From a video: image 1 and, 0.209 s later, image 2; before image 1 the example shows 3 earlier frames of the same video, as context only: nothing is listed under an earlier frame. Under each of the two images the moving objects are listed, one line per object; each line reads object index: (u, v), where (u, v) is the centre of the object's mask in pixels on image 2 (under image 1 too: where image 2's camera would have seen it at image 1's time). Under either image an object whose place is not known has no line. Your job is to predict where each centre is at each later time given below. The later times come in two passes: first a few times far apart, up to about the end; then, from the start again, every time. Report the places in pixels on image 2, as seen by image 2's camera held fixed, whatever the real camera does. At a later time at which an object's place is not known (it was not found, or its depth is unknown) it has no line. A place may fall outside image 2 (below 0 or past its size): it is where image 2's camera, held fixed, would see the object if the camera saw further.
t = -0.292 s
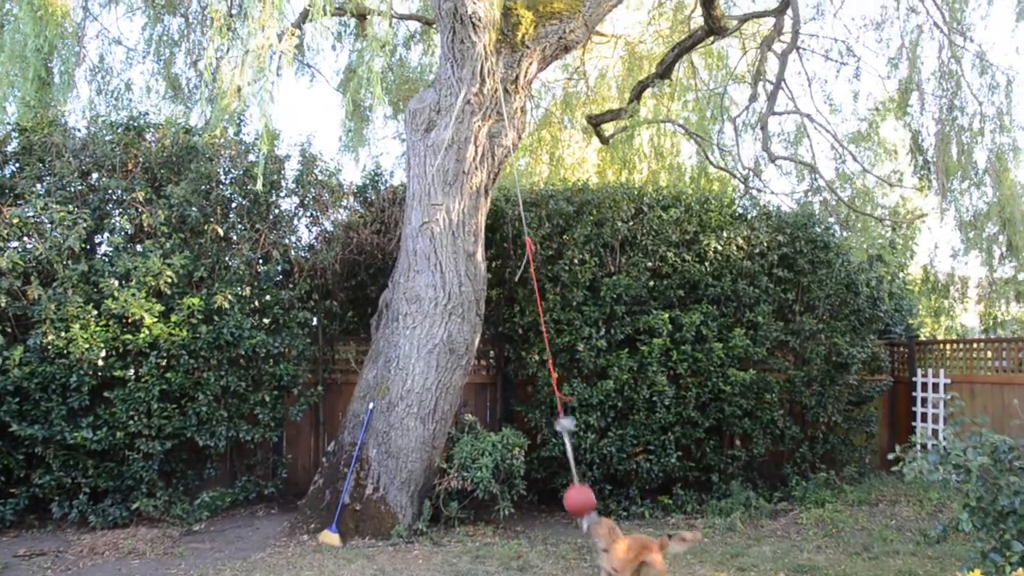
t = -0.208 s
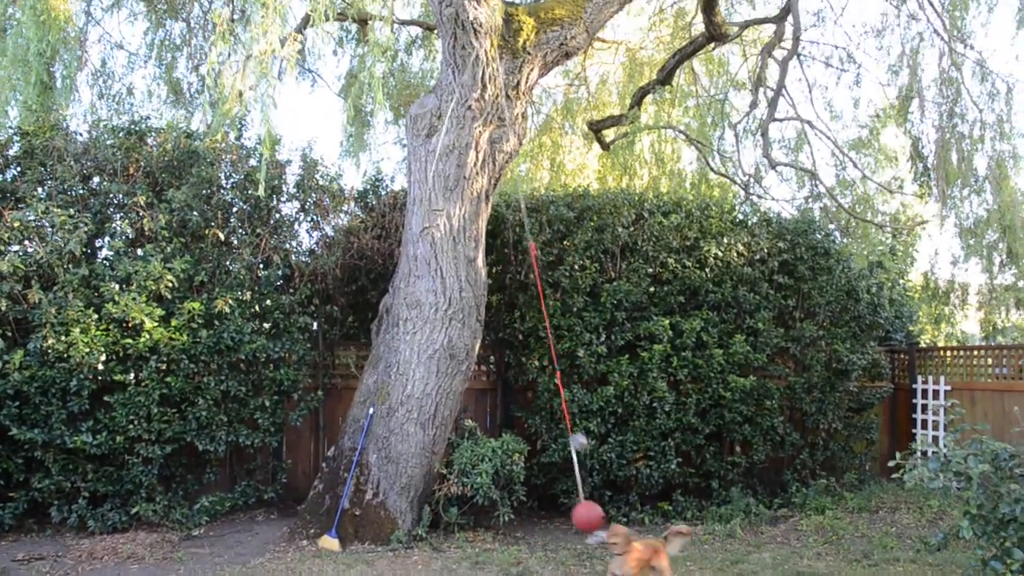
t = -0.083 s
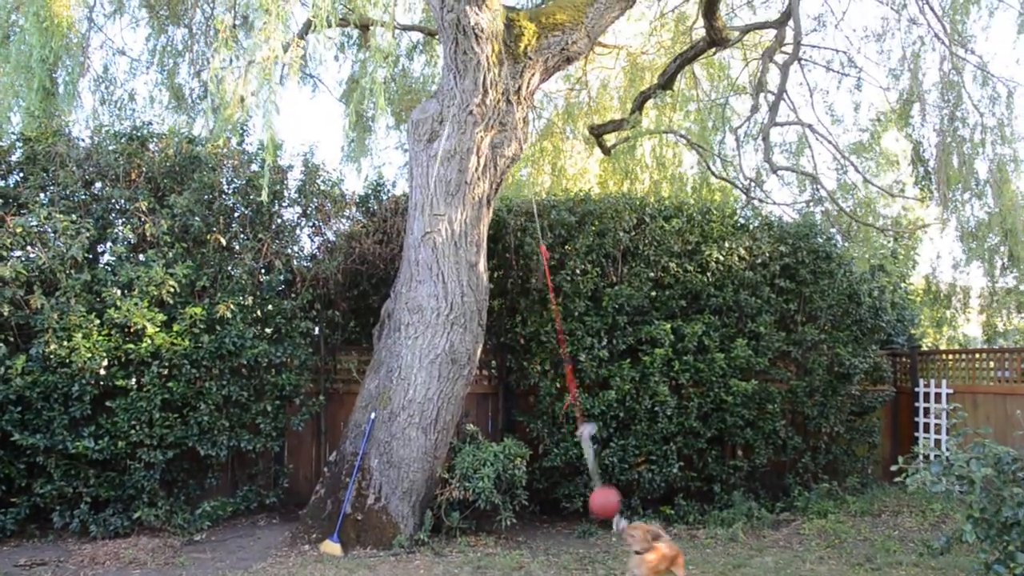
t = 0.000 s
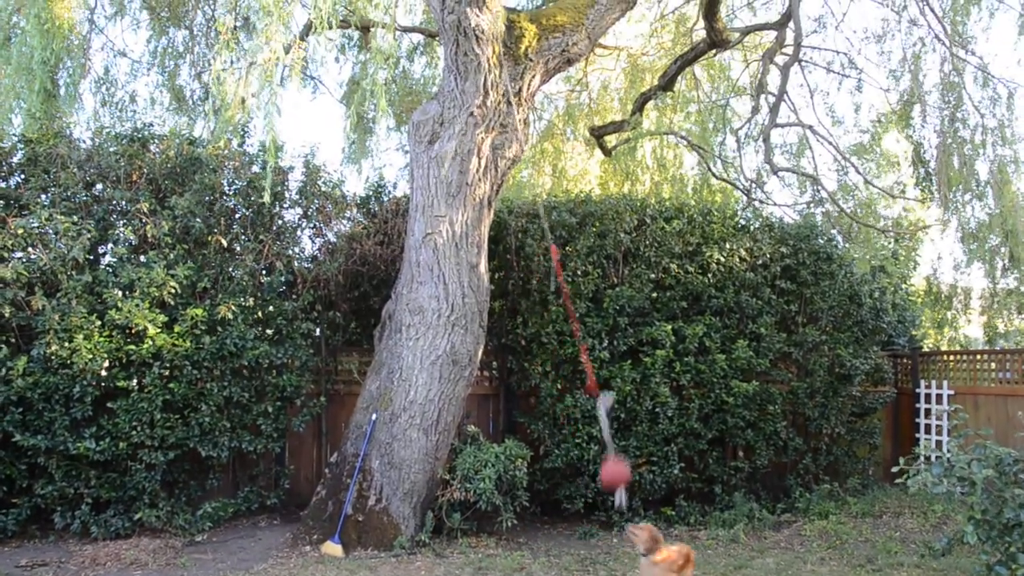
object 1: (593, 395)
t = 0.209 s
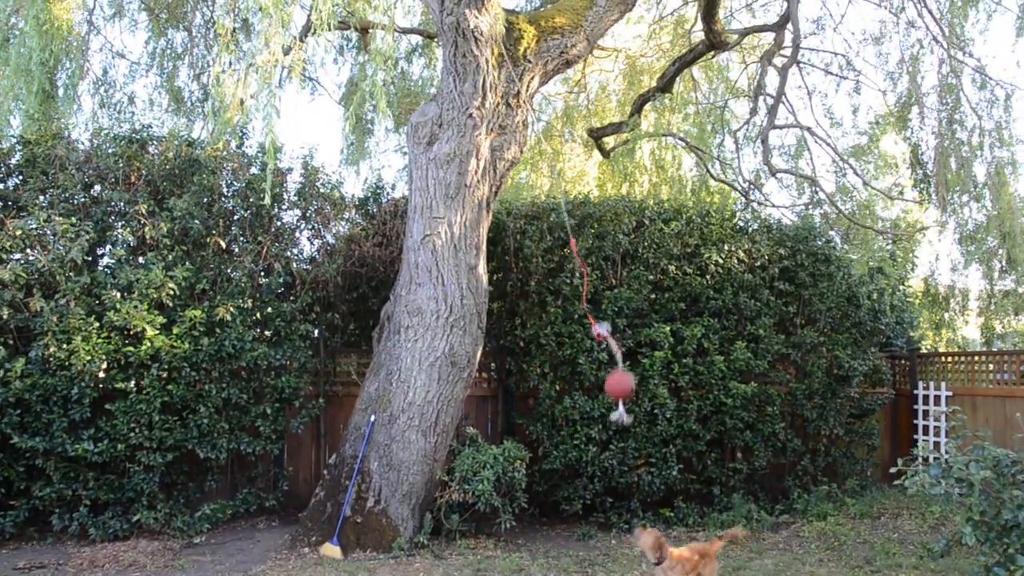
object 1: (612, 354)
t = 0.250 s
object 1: (613, 344)
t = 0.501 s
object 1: (607, 341)
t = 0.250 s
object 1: (613, 344)
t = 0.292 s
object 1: (606, 331)
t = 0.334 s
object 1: (605, 326)
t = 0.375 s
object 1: (608, 334)
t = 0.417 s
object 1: (608, 338)
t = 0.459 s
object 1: (608, 339)
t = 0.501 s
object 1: (607, 341)
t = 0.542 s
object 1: (607, 348)
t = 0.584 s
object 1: (606, 353)
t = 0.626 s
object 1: (599, 348)
